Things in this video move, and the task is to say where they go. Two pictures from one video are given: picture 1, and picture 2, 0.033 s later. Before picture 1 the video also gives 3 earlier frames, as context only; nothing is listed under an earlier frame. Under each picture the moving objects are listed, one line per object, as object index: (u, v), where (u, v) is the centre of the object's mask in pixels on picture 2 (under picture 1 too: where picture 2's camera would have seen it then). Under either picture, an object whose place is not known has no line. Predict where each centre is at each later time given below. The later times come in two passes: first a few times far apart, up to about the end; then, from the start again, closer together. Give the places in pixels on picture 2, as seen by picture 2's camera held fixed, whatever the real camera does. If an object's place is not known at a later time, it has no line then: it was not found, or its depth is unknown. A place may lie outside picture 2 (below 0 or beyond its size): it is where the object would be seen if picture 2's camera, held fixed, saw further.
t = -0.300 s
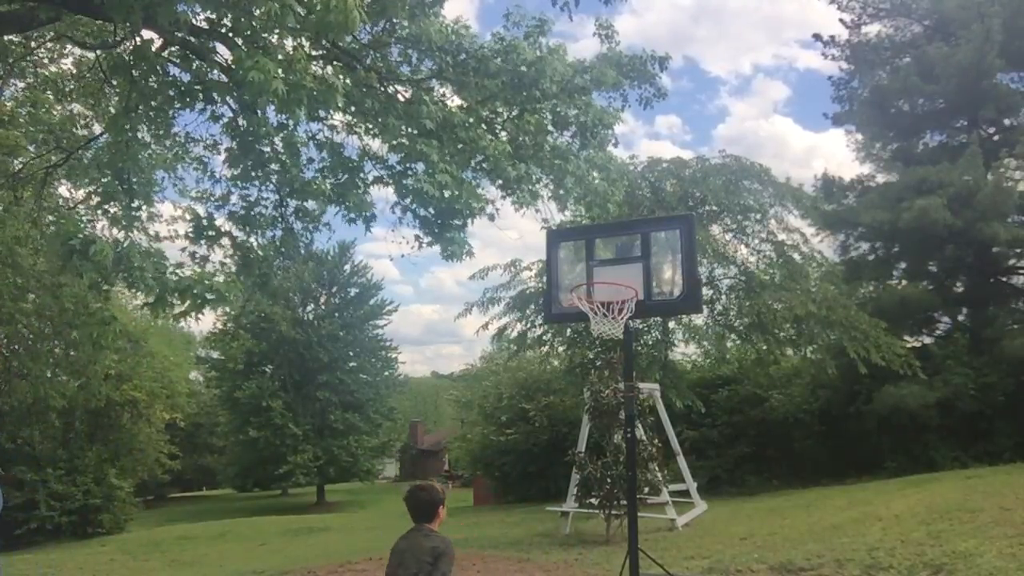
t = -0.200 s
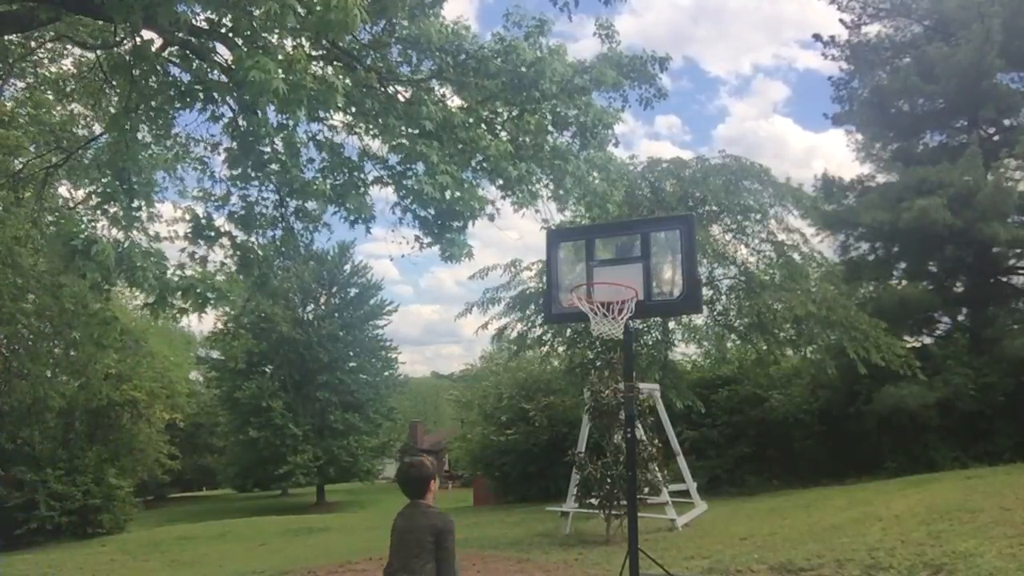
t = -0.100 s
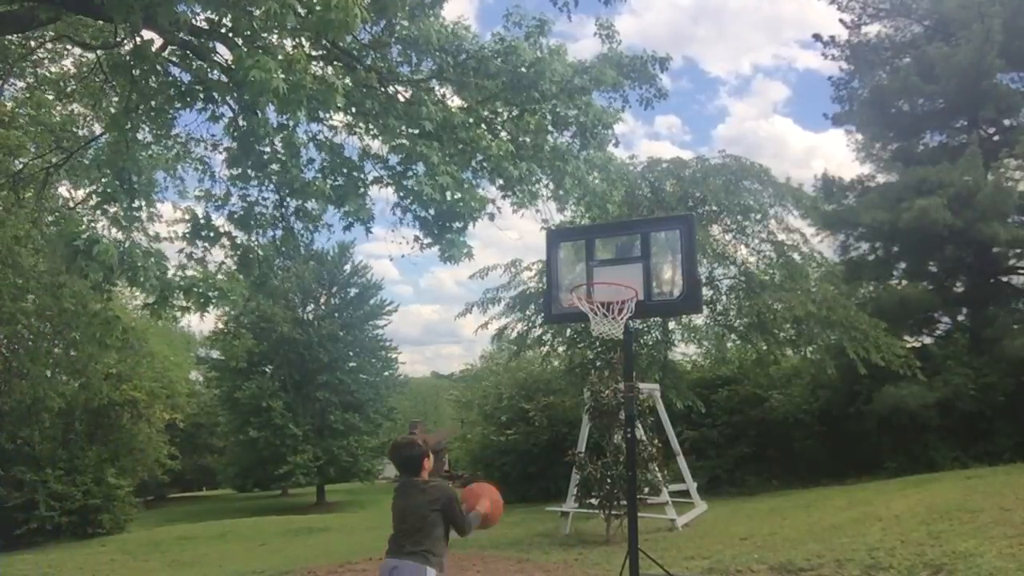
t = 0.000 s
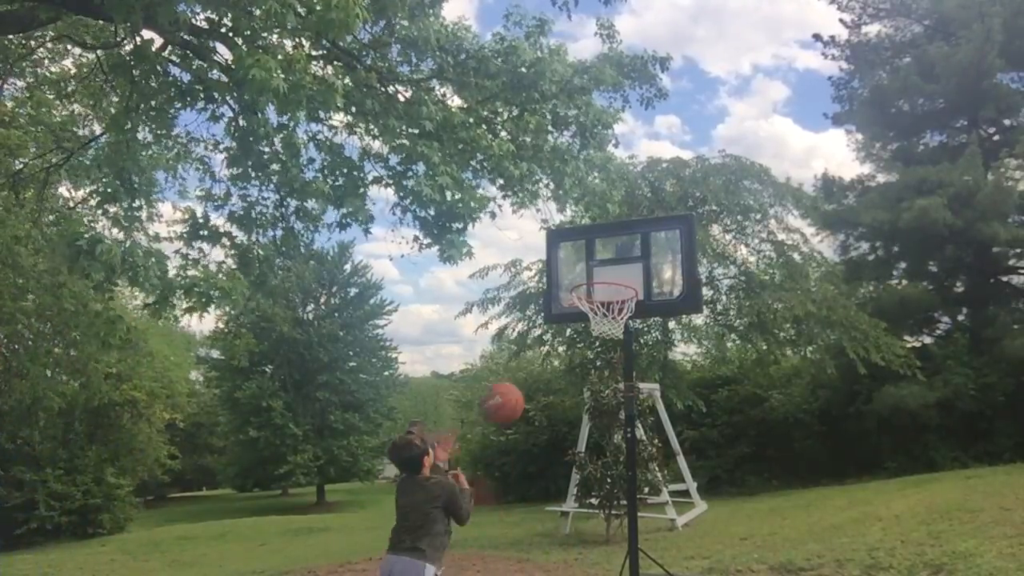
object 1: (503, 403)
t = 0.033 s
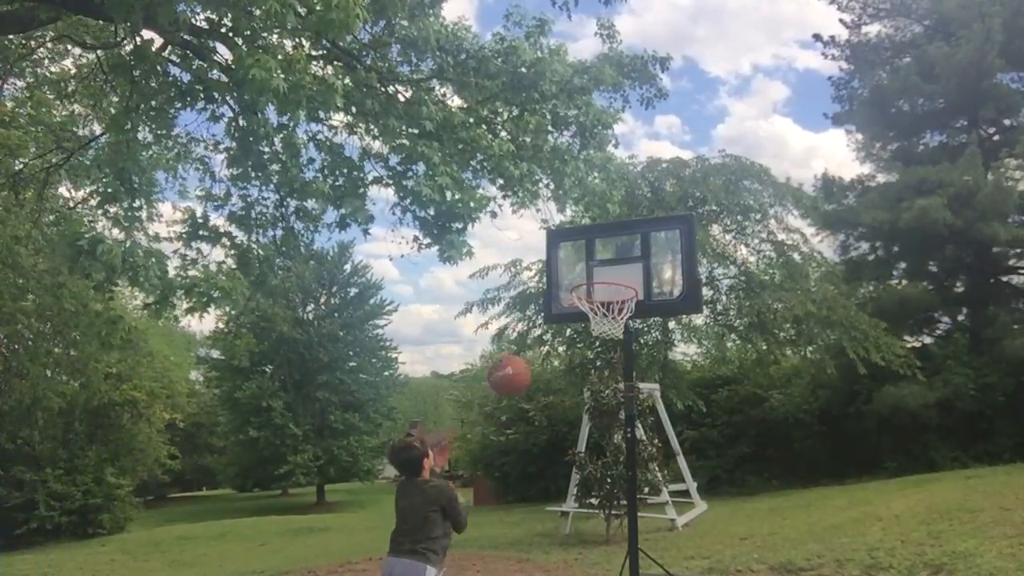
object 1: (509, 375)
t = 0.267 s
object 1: (550, 253)
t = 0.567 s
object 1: (591, 232)
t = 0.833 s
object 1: (608, 291)
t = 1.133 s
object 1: (600, 443)
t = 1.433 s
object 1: (593, 566)
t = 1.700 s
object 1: (583, 440)
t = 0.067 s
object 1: (516, 351)
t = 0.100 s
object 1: (522, 328)
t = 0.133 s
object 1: (528, 308)
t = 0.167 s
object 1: (534, 292)
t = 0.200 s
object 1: (539, 276)
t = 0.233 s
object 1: (545, 264)
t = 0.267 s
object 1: (550, 253)
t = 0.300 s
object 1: (555, 244)
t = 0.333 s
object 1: (560, 237)
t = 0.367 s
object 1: (564, 232)
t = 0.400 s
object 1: (568, 228)
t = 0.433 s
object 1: (574, 226)
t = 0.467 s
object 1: (578, 226)
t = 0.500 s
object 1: (582, 226)
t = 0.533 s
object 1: (587, 227)
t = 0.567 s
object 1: (591, 232)
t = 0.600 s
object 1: (596, 239)
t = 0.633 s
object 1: (600, 245)
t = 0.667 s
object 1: (604, 253)
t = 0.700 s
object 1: (607, 263)
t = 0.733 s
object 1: (608, 268)
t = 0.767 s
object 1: (607, 274)
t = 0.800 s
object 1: (606, 282)
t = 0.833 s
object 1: (608, 291)
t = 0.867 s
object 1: (608, 298)
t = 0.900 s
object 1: (609, 305)
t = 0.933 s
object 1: (604, 337)
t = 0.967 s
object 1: (603, 344)
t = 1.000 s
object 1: (603, 357)
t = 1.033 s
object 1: (601, 375)
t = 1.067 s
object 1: (601, 395)
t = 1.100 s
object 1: (600, 418)
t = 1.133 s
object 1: (600, 443)
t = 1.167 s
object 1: (598, 469)
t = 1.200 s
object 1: (598, 498)
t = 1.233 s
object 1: (599, 530)
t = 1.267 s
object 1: (597, 561)
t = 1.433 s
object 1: (593, 566)
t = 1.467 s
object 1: (592, 551)
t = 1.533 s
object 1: (589, 510)
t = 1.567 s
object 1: (588, 493)
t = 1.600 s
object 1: (587, 477)
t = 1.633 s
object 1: (585, 462)
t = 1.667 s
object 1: (584, 450)
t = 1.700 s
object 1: (583, 440)
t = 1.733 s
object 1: (582, 430)
